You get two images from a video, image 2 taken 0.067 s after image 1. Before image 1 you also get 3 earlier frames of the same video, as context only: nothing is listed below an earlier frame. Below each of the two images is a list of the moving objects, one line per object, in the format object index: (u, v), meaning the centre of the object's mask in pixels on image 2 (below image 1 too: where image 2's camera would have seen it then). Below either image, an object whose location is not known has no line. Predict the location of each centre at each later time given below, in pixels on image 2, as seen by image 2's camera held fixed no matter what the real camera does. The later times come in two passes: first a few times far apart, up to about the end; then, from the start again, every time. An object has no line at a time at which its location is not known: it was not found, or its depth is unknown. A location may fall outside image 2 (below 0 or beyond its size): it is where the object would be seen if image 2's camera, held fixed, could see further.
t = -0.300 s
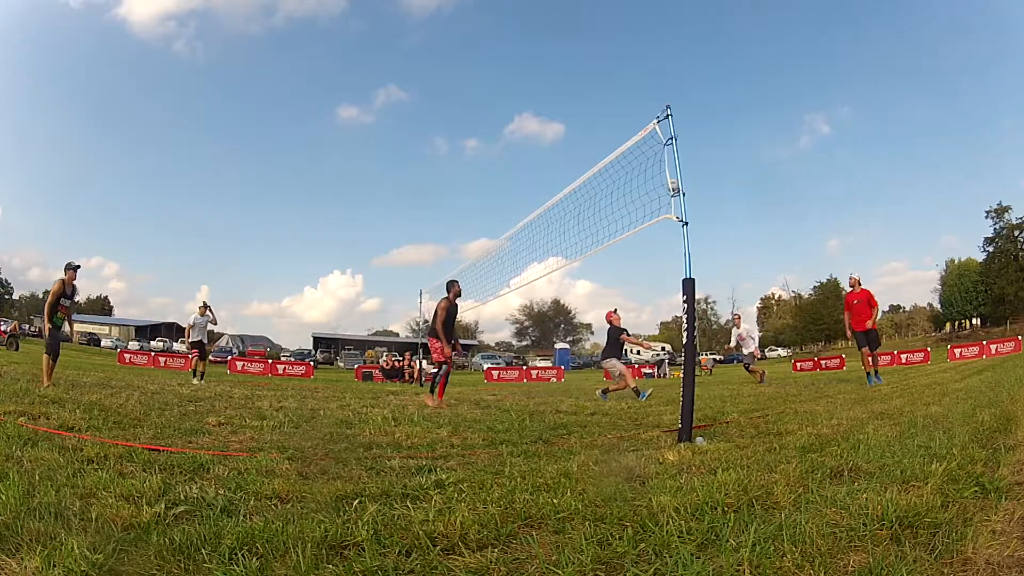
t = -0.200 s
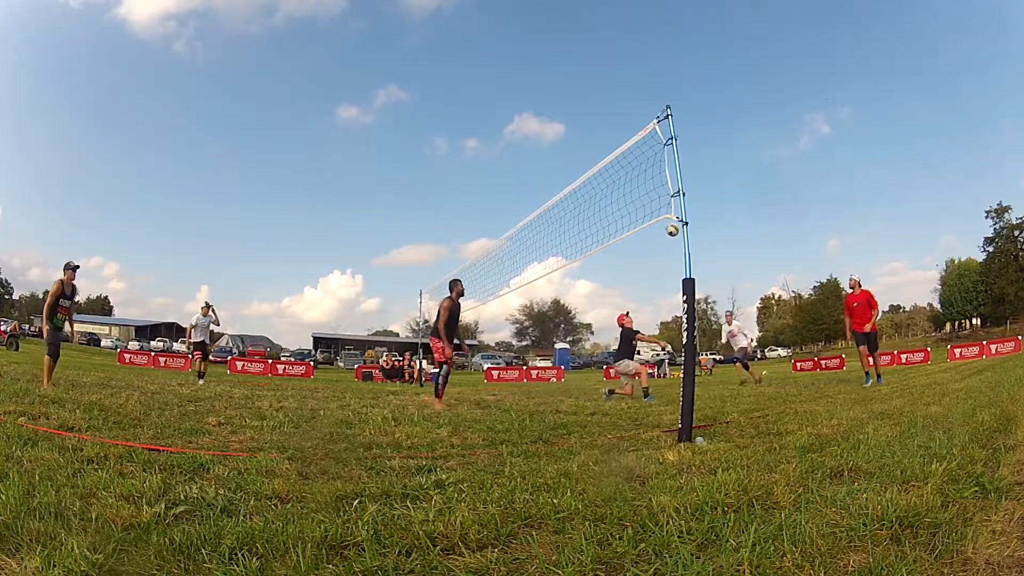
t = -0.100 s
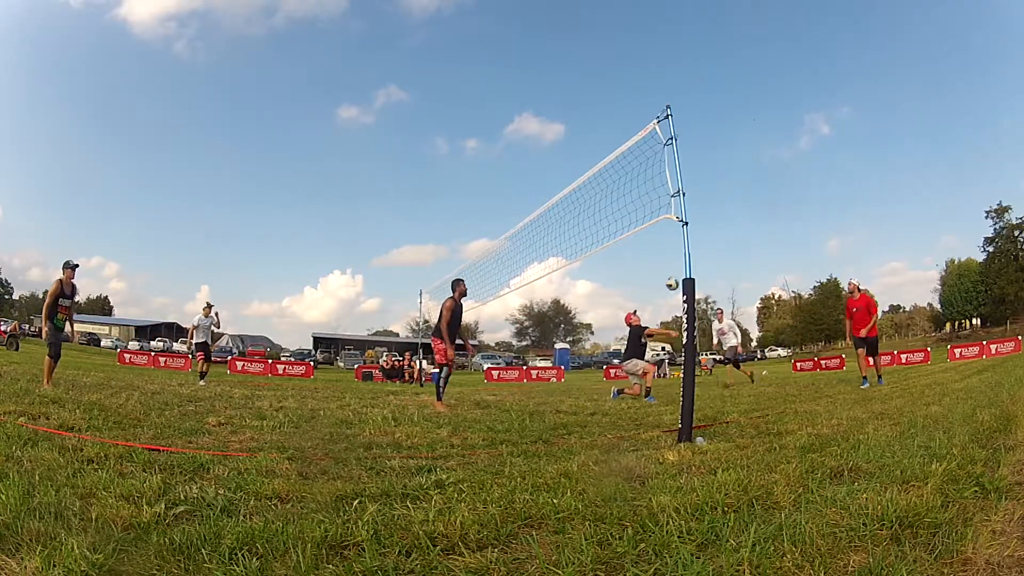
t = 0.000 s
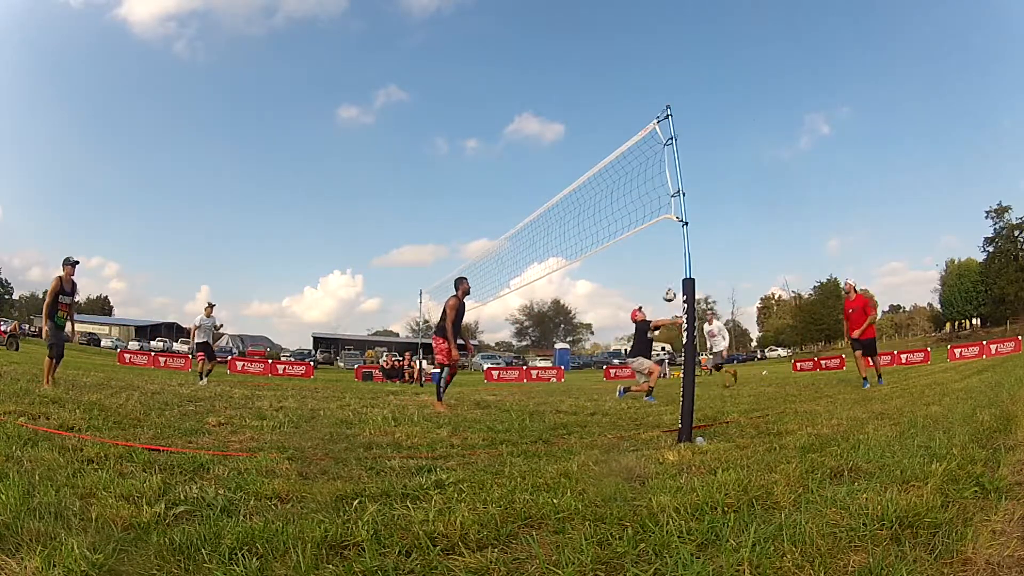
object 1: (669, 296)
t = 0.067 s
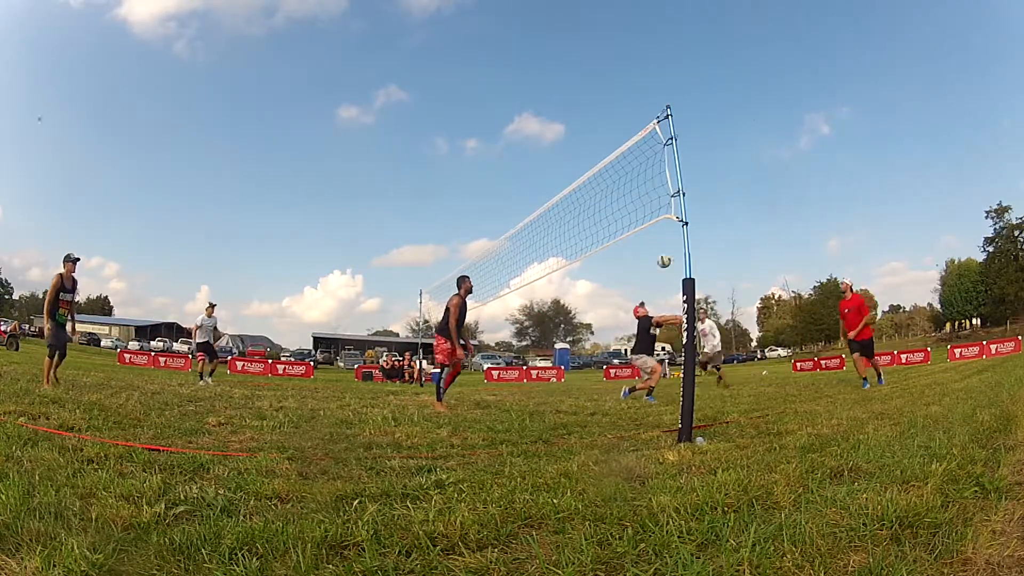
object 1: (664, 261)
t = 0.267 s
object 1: (646, 175)
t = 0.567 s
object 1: (620, 91)
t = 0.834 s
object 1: (596, 57)
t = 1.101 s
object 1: (572, 64)
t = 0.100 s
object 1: (662, 245)
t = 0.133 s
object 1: (658, 229)
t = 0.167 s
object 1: (654, 214)
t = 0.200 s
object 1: (653, 201)
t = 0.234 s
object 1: (649, 187)
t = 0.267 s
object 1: (646, 175)
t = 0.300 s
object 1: (643, 163)
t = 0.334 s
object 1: (641, 151)
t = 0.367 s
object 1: (639, 143)
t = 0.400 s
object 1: (633, 130)
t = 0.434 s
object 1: (631, 122)
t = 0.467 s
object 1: (629, 113)
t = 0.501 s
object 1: (625, 105)
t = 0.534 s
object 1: (623, 97)
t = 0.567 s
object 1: (620, 91)
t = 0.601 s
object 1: (616, 84)
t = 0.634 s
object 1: (613, 80)
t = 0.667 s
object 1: (611, 74)
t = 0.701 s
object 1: (607, 69)
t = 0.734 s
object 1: (604, 66)
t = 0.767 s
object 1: (601, 63)
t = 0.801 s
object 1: (599, 60)
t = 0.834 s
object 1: (596, 57)
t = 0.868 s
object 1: (593, 56)
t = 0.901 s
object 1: (590, 55)
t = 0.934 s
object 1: (587, 55)
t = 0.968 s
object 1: (584, 55)
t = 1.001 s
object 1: (581, 56)
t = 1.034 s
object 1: (578, 58)
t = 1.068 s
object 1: (575, 61)
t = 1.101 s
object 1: (572, 64)
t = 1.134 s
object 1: (569, 68)
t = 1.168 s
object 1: (565, 73)
